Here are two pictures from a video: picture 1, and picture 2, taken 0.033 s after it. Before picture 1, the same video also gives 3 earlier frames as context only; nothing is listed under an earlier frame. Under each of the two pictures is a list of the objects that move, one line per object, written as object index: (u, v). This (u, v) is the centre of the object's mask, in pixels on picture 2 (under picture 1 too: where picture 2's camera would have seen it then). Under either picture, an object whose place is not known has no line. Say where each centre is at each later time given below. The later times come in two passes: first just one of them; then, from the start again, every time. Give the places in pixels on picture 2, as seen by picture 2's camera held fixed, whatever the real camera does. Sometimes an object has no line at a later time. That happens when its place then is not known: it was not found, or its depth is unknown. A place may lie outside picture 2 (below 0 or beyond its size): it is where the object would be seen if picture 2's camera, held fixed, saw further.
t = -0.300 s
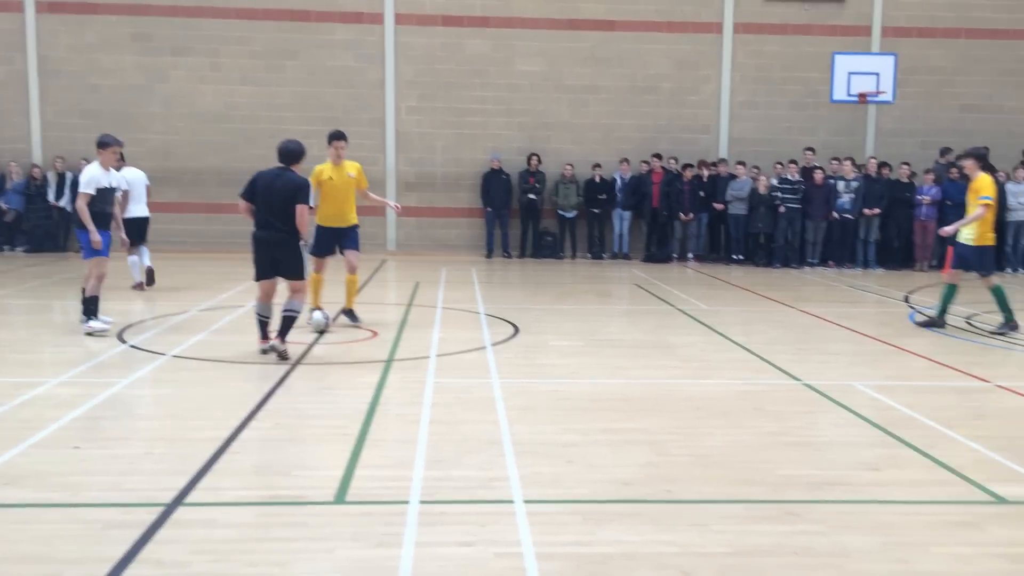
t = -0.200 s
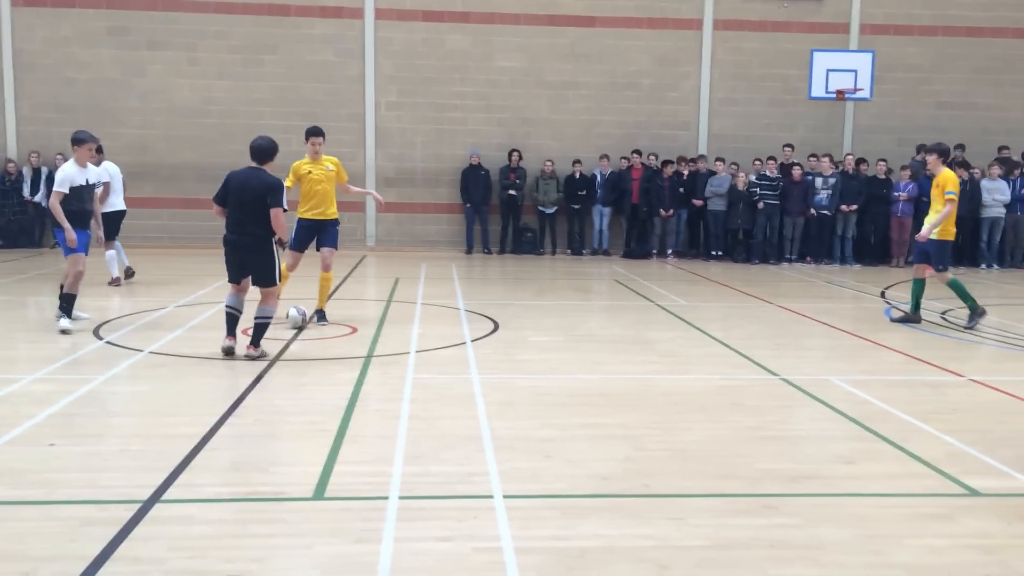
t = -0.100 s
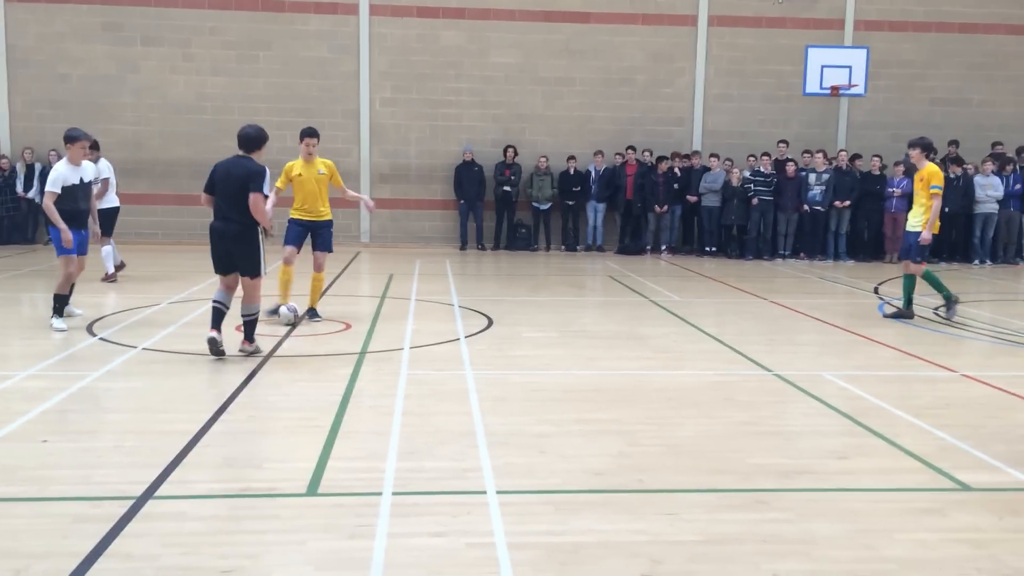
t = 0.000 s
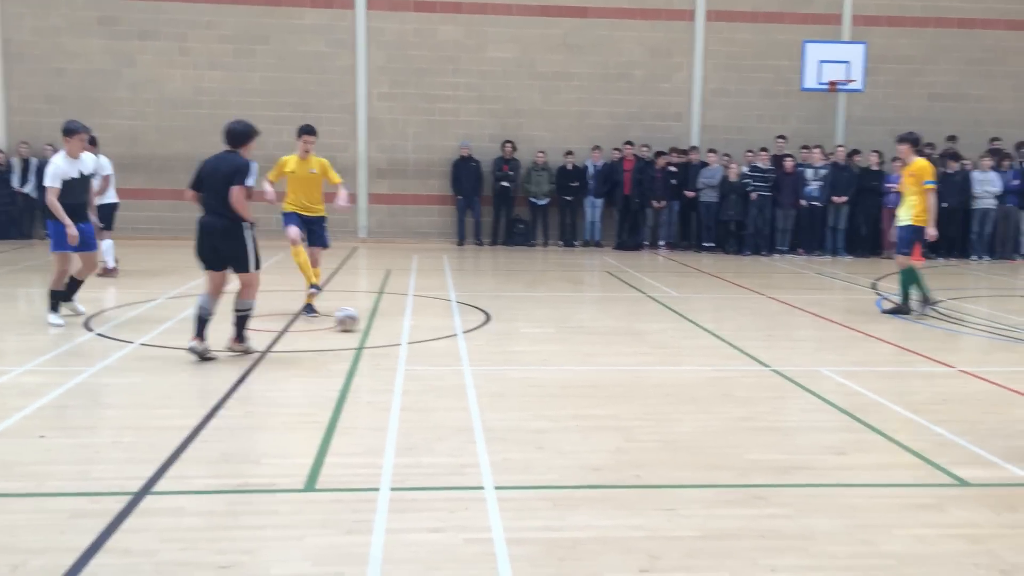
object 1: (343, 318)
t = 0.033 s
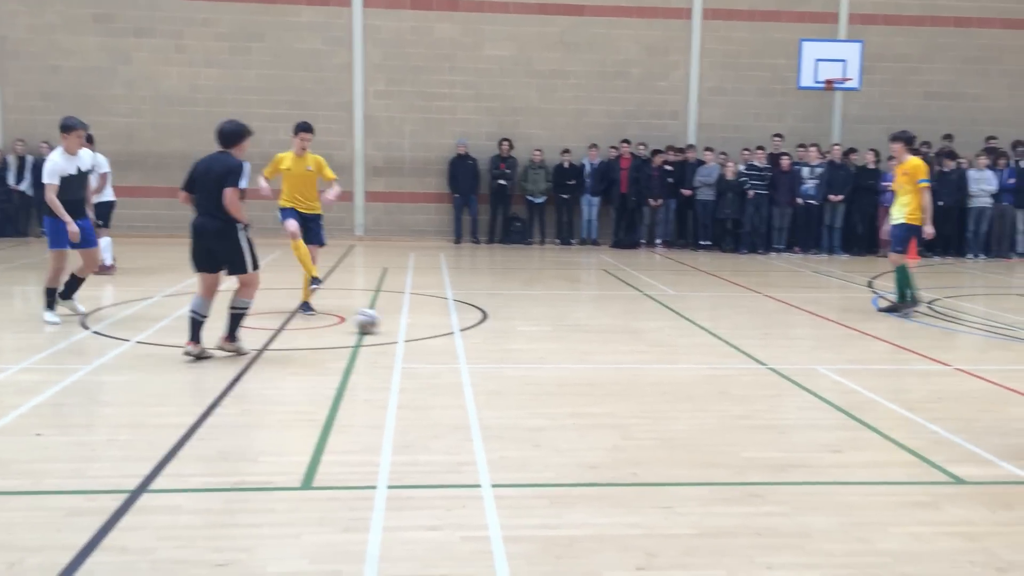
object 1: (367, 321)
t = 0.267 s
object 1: (544, 351)
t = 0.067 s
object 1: (391, 326)
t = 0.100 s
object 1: (415, 329)
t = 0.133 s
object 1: (439, 333)
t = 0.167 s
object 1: (465, 338)
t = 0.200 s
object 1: (490, 342)
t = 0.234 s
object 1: (518, 347)
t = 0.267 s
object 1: (544, 351)
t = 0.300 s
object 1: (571, 356)
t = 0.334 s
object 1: (601, 362)
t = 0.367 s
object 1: (630, 366)
